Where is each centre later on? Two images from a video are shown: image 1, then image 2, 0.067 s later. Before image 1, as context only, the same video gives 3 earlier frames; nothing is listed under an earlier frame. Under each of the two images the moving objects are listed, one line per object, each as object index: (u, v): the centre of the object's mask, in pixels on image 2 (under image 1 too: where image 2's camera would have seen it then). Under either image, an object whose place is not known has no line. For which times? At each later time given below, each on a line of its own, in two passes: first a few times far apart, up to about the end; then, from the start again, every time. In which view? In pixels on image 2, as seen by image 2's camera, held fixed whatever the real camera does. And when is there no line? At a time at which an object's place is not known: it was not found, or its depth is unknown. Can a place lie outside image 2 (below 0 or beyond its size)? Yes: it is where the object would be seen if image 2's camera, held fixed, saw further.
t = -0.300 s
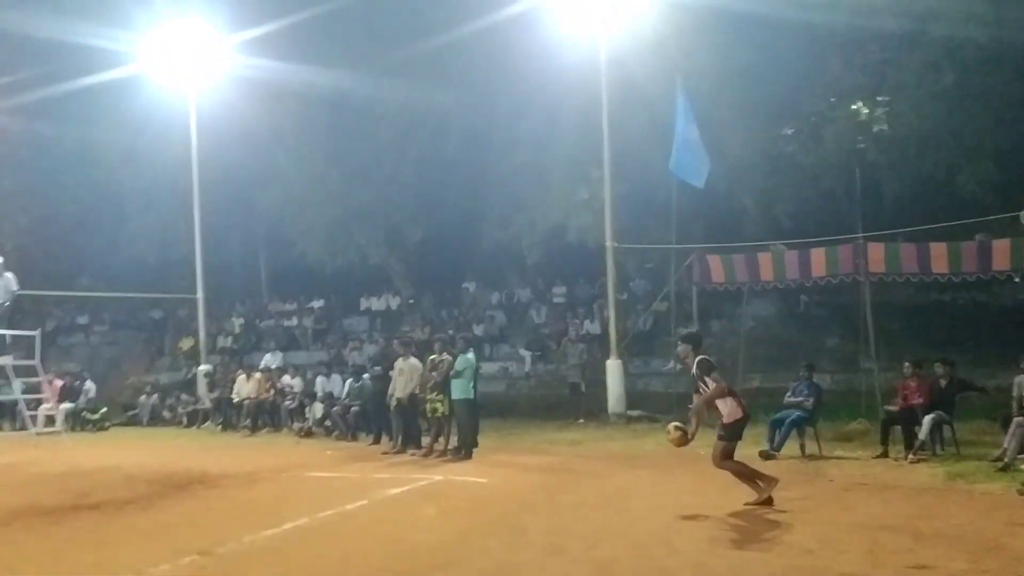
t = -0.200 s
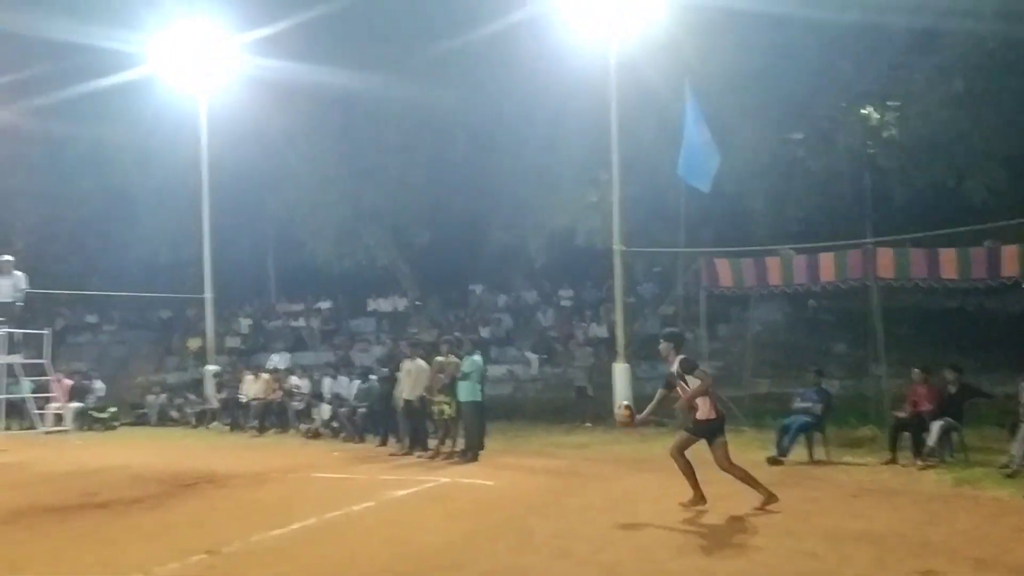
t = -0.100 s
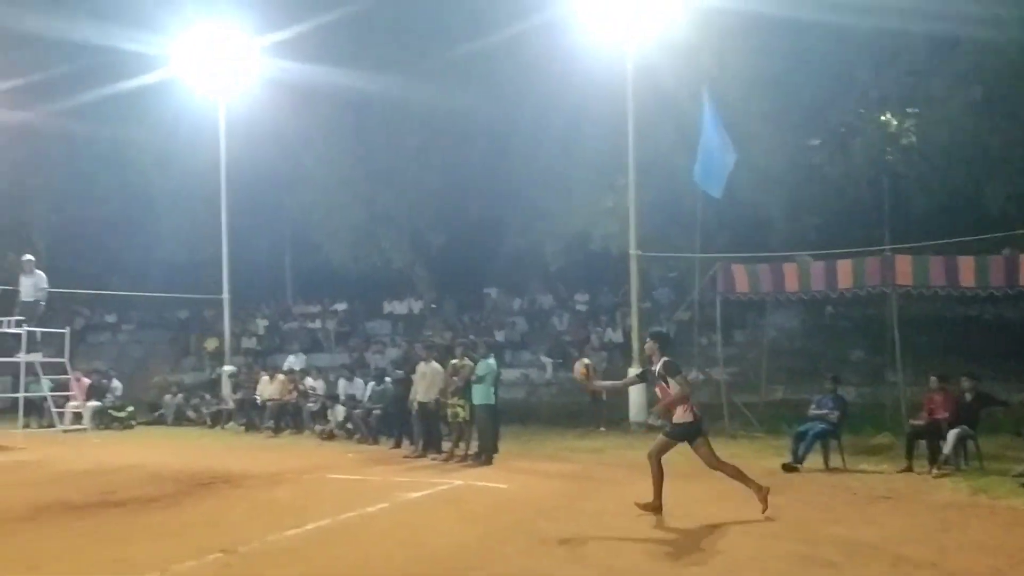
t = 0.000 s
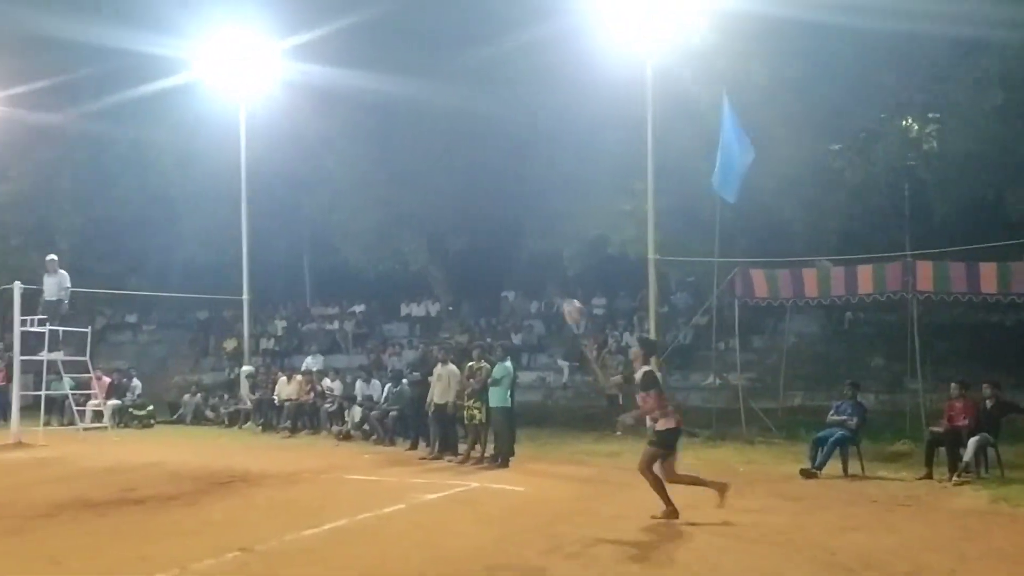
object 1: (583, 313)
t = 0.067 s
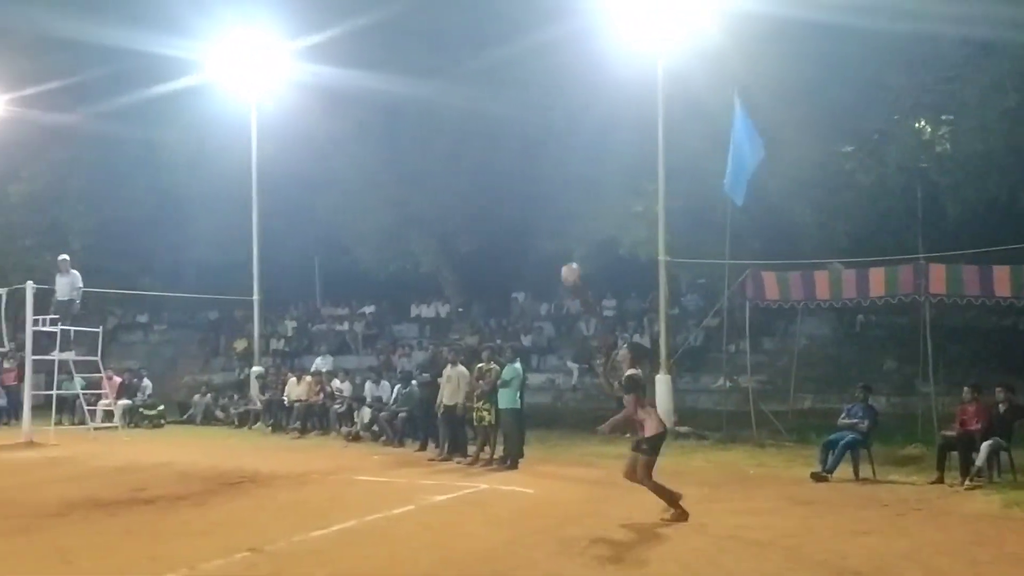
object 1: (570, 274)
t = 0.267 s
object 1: (532, 185)
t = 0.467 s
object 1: (492, 137)
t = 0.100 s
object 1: (564, 257)
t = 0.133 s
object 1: (556, 239)
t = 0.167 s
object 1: (550, 224)
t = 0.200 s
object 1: (544, 210)
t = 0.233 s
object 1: (538, 198)
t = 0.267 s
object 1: (532, 185)
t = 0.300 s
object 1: (525, 174)
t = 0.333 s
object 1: (518, 164)
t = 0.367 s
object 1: (511, 157)
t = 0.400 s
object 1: (505, 149)
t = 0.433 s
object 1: (498, 143)
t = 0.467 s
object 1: (492, 137)
